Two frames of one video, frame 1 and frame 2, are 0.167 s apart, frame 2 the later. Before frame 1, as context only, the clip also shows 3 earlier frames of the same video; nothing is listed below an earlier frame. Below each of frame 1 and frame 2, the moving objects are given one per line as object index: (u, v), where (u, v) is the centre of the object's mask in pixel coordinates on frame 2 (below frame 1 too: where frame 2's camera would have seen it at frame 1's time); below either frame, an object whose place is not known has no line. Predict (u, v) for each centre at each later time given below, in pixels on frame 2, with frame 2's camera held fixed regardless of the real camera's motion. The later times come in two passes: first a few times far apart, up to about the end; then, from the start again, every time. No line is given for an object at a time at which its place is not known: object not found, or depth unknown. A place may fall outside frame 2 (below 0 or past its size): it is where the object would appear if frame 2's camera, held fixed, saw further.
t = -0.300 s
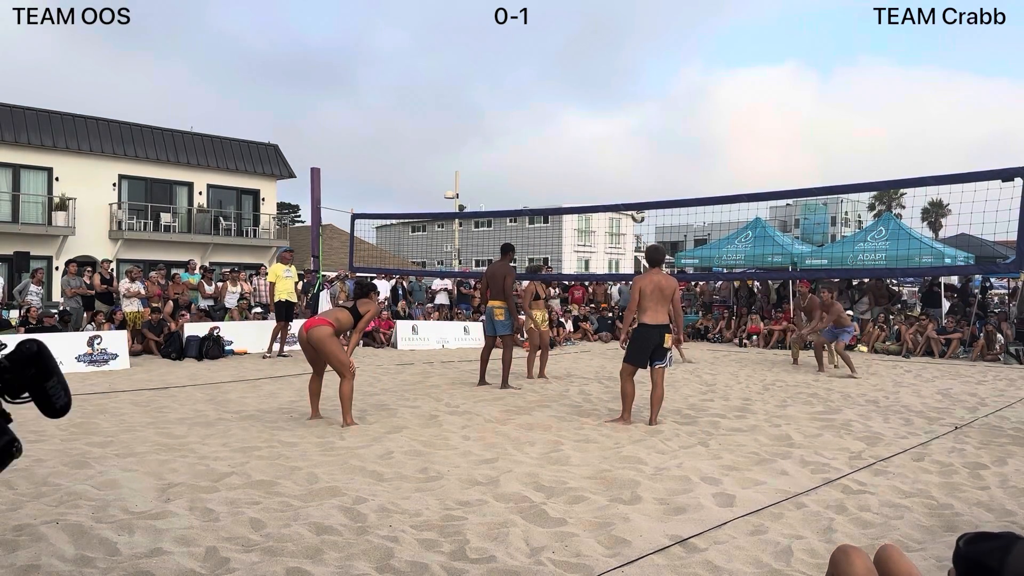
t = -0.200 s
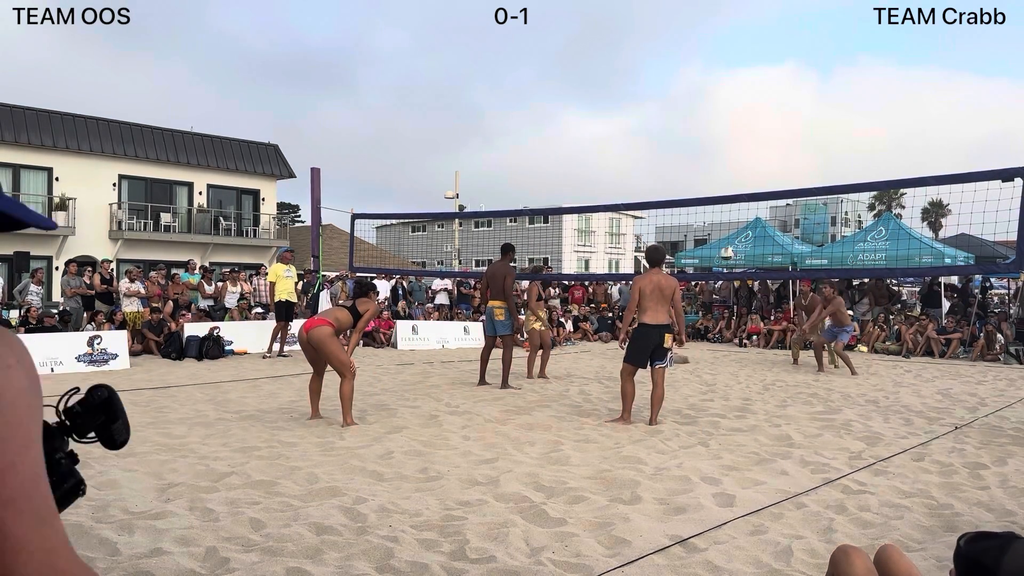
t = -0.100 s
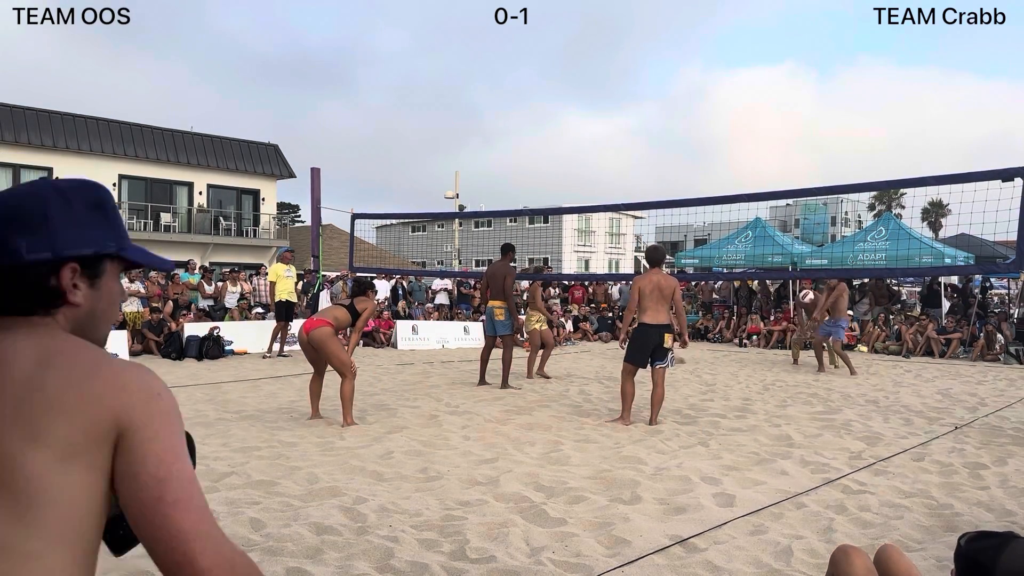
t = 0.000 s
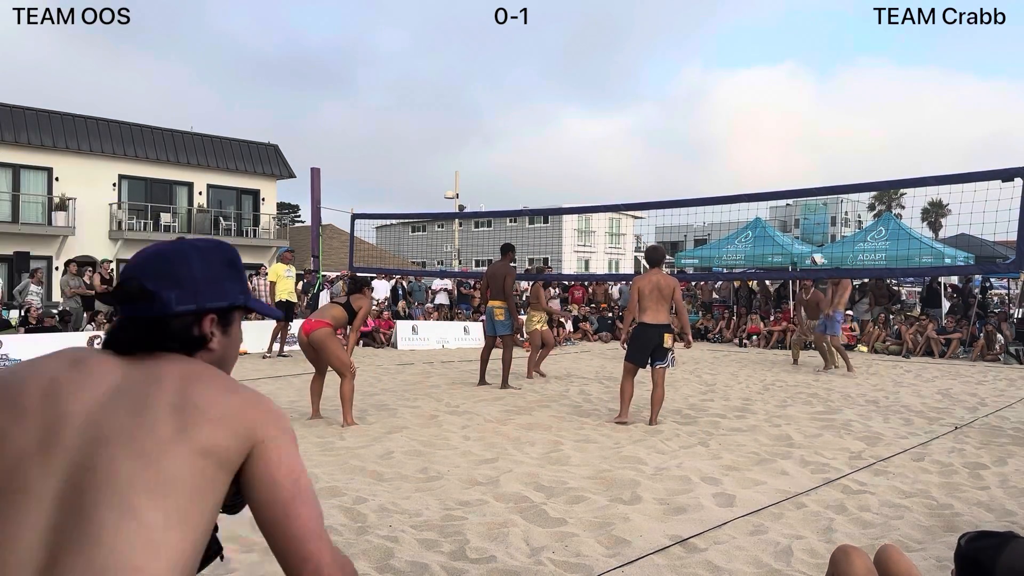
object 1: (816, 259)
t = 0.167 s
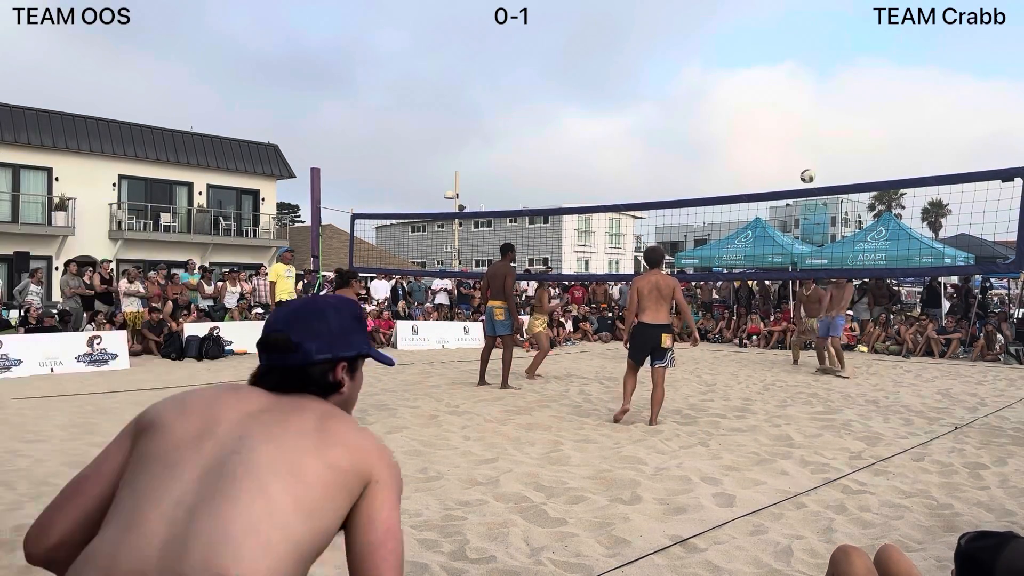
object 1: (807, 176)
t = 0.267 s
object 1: (801, 133)
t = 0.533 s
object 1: (784, 49)
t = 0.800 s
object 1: (764, 10)
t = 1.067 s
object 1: (742, 20)
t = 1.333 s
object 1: (716, 81)
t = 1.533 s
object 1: (694, 162)
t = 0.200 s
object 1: (805, 161)
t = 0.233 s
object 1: (803, 147)
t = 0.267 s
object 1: (801, 133)
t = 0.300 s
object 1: (799, 121)
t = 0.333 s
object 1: (797, 108)
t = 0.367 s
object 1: (795, 96)
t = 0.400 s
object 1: (793, 86)
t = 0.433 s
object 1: (790, 75)
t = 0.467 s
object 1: (788, 66)
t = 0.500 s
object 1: (786, 58)
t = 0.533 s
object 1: (784, 49)
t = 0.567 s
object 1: (781, 42)
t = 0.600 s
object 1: (779, 34)
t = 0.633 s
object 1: (777, 29)
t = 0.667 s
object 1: (774, 23)
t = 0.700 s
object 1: (771, 19)
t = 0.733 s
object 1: (769, 15)
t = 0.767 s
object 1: (767, 12)
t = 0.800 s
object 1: (764, 10)
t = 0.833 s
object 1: (761, 8)
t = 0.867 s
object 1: (759, 8)
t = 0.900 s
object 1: (756, 7)
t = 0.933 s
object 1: (753, 8)
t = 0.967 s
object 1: (751, 10)
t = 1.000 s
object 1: (748, 12)
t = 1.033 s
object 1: (745, 16)
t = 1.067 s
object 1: (742, 20)
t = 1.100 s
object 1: (739, 24)
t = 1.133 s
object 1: (736, 30)
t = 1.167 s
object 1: (733, 36)
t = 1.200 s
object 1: (730, 44)
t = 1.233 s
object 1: (727, 52)
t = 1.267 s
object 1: (723, 61)
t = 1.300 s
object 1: (720, 71)
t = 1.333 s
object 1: (716, 81)
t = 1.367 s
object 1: (713, 93)
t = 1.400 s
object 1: (709, 105)
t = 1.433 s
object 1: (705, 118)
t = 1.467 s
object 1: (701, 132)
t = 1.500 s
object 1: (698, 147)
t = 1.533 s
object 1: (694, 162)
